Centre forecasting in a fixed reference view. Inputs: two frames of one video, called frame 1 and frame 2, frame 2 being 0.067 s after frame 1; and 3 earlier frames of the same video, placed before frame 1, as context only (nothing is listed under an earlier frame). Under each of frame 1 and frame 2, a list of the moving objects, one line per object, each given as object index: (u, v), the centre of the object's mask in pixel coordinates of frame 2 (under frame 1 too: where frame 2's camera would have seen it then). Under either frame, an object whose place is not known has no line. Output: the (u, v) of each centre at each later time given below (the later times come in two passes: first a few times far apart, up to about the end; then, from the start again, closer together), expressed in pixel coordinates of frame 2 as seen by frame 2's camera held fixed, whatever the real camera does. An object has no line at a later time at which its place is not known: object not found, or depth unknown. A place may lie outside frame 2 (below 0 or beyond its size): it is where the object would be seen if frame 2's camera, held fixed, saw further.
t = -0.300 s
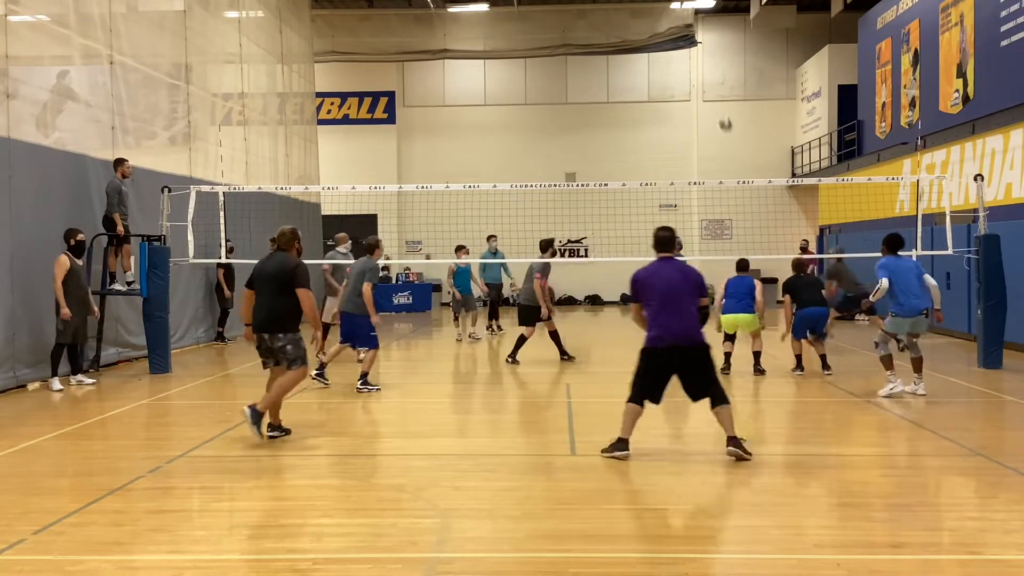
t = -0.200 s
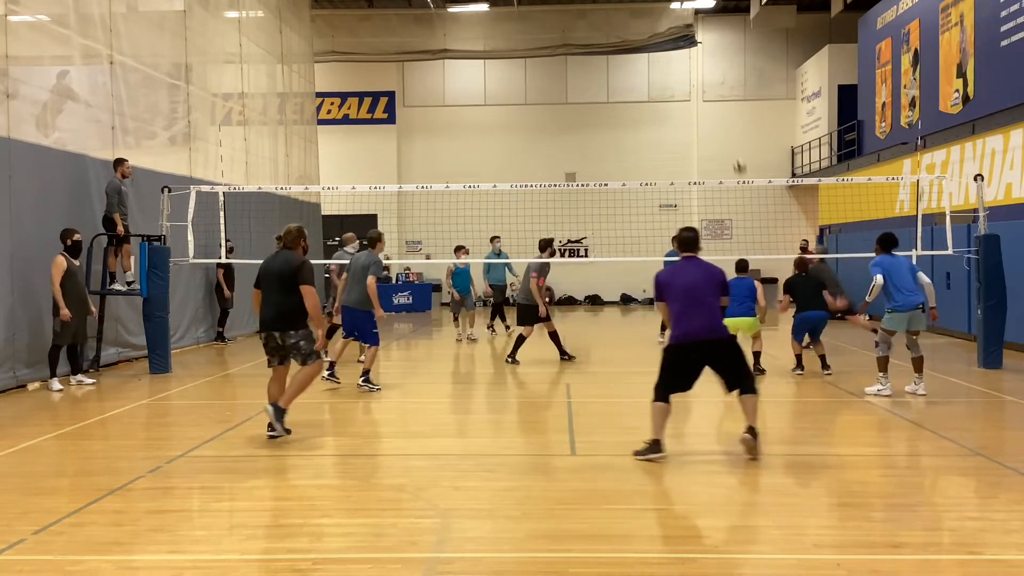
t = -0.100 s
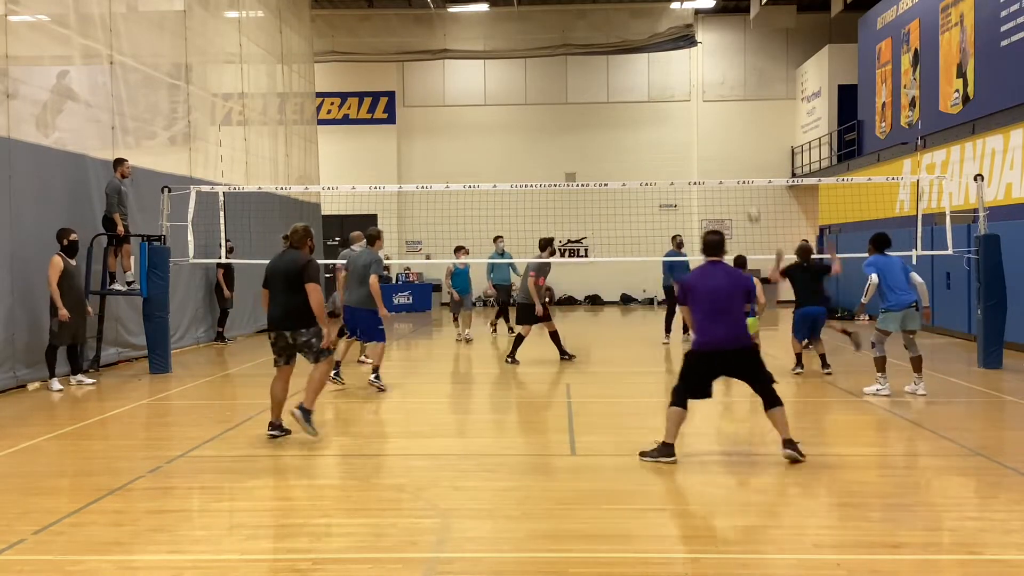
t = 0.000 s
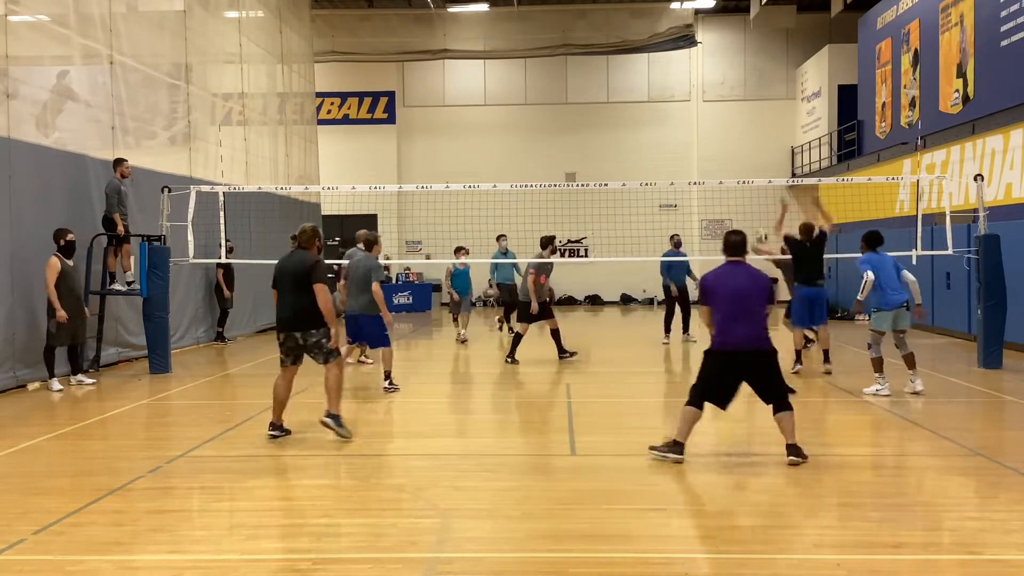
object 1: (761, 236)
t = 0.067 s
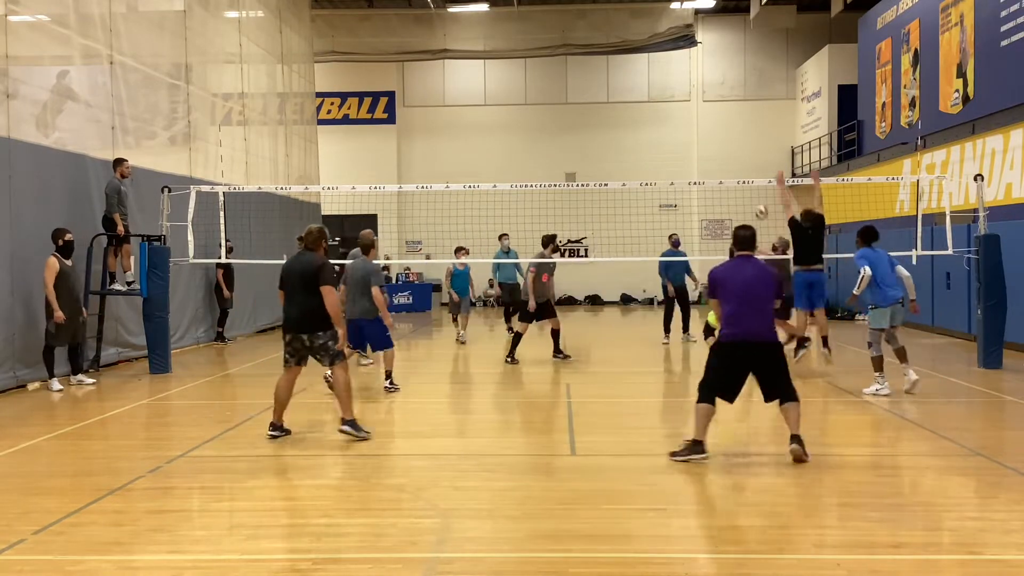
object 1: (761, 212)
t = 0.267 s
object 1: (761, 152)
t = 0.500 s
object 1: (764, 111)
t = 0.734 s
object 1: (769, 114)
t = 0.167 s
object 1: (760, 176)
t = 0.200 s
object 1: (762, 169)
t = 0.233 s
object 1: (761, 160)
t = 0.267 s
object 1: (761, 152)
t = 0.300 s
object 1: (761, 144)
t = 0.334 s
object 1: (762, 136)
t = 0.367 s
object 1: (762, 129)
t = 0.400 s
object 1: (763, 124)
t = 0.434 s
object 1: (763, 118)
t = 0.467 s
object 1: (763, 114)
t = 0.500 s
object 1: (764, 111)
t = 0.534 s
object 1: (765, 108)
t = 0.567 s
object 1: (765, 107)
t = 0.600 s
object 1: (766, 106)
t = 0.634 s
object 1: (767, 106)
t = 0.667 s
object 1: (767, 108)
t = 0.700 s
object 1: (768, 111)
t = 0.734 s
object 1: (769, 114)
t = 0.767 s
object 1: (771, 120)
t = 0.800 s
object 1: (771, 126)
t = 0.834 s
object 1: (773, 134)
